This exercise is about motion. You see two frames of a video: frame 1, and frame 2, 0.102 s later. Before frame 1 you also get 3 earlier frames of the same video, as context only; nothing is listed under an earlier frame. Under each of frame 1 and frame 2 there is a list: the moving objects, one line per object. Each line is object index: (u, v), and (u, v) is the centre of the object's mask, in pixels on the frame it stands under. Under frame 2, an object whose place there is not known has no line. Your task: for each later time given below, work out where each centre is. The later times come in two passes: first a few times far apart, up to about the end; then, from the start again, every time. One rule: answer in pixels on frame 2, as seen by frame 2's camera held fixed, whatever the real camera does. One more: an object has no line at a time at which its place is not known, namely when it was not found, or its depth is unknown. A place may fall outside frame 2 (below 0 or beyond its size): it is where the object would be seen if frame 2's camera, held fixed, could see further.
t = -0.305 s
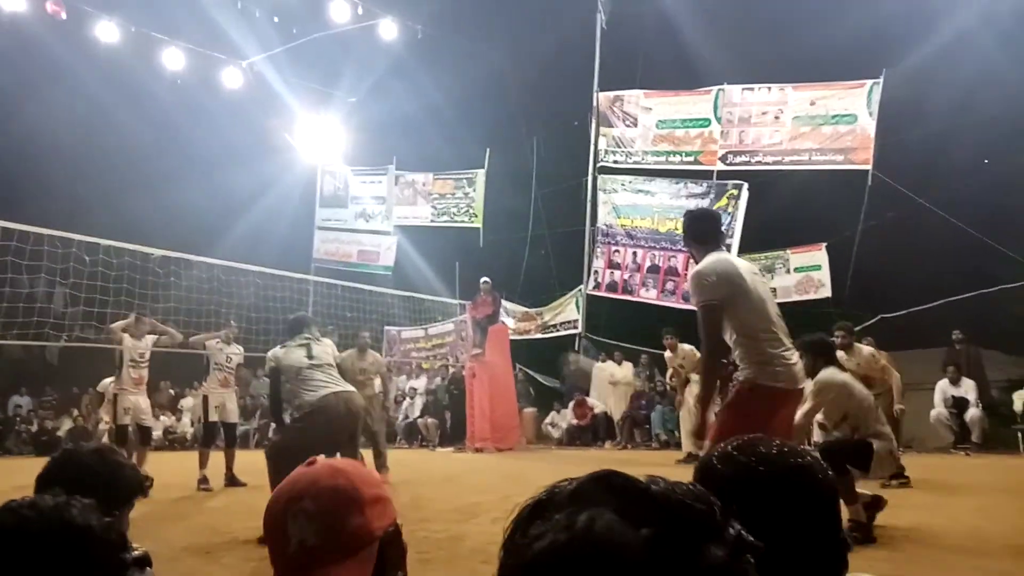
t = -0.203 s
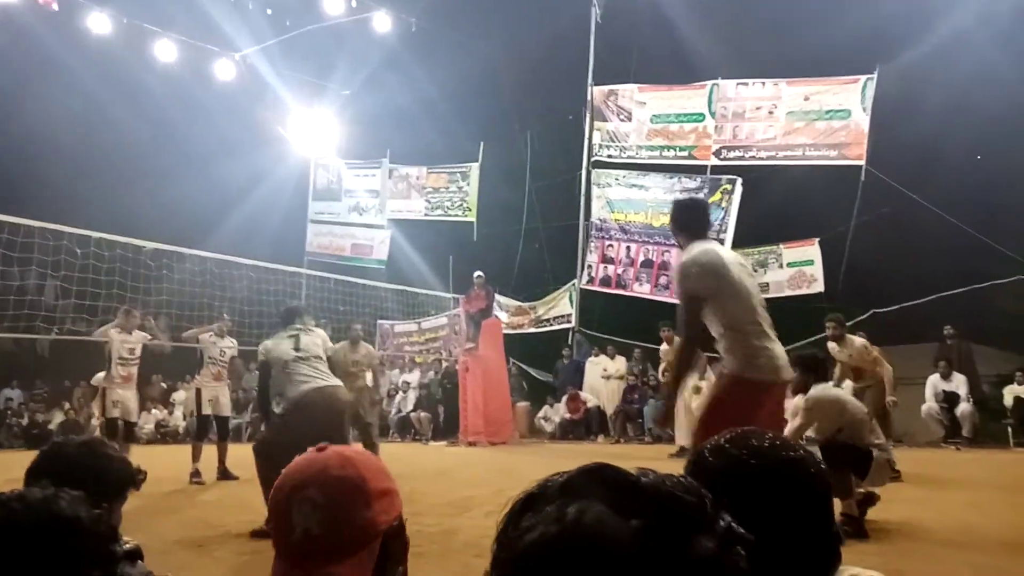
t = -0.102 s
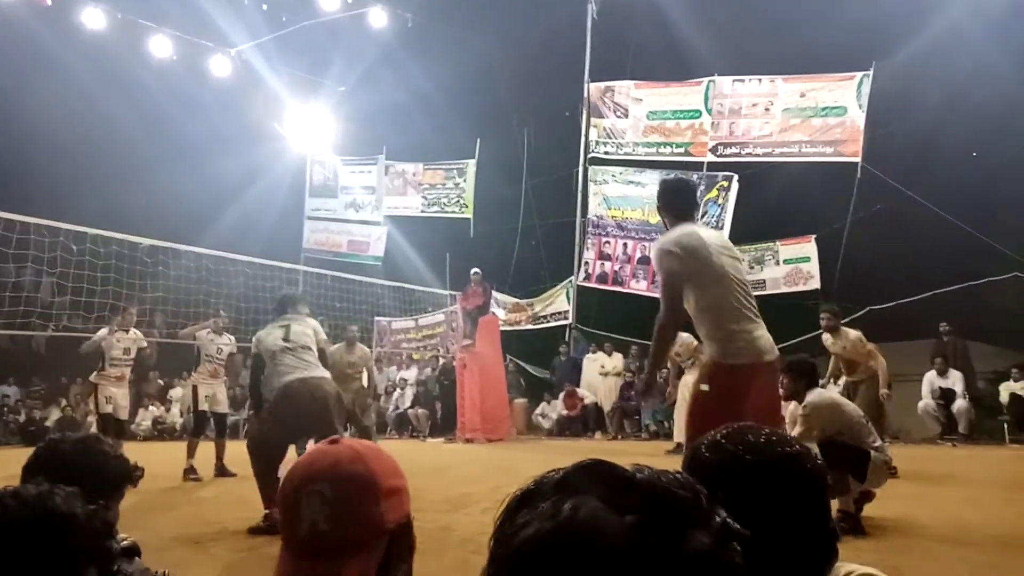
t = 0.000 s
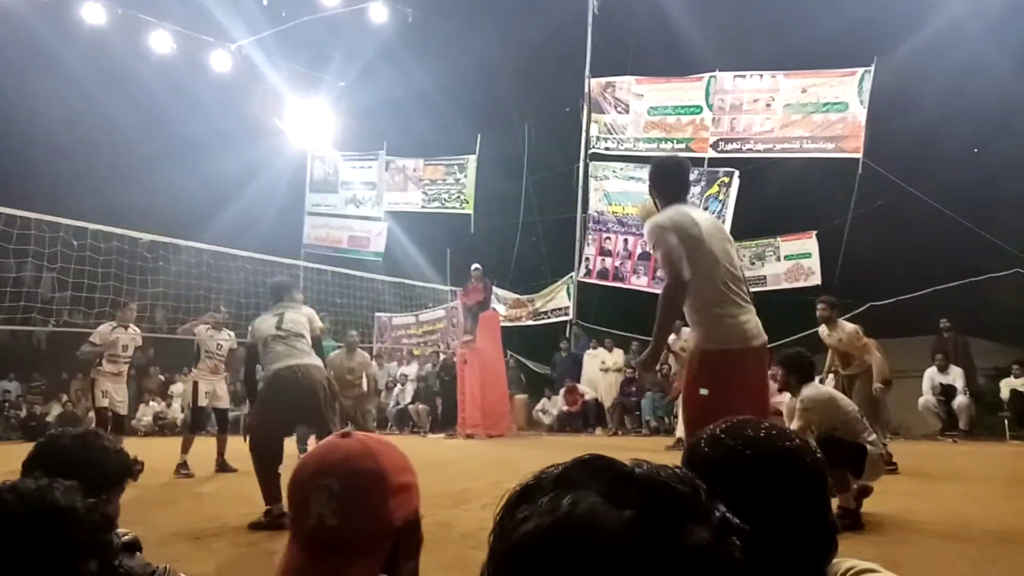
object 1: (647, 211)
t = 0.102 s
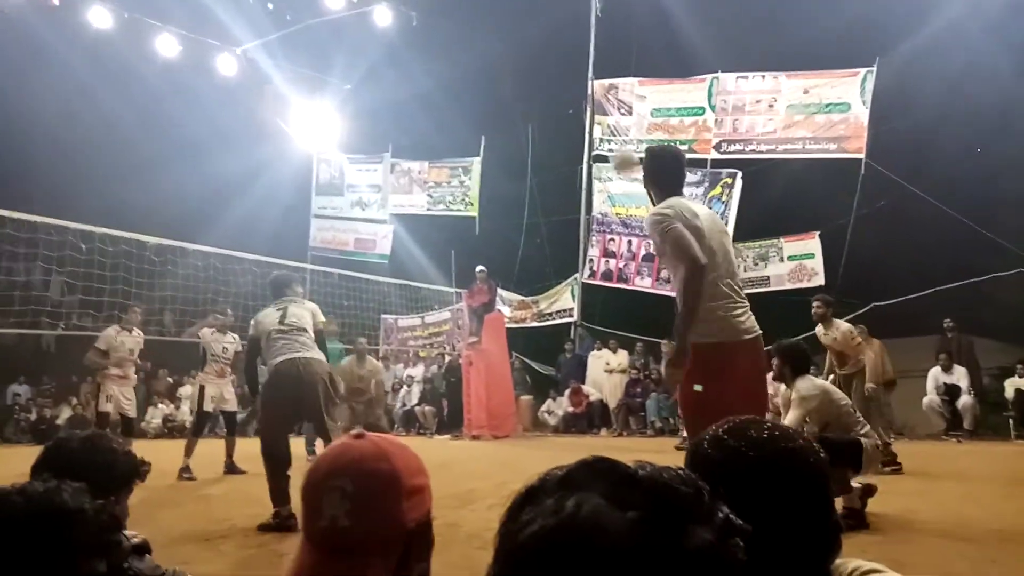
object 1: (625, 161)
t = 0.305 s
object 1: (579, 102)
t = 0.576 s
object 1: (535, 100)
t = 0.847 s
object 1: (504, 154)
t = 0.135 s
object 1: (615, 149)
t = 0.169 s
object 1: (606, 135)
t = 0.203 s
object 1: (599, 124)
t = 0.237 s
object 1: (590, 114)
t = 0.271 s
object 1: (584, 107)
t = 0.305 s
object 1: (579, 102)
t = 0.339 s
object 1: (572, 98)
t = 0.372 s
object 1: (566, 94)
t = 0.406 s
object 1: (561, 92)
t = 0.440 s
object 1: (555, 92)
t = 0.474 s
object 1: (549, 92)
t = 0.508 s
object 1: (545, 94)
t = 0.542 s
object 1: (540, 97)
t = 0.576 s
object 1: (535, 100)
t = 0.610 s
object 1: (531, 105)
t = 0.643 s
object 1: (527, 111)
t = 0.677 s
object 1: (522, 117)
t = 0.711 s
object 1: (517, 124)
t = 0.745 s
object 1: (514, 133)
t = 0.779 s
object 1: (510, 142)
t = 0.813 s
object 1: (506, 149)
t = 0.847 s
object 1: (504, 154)
